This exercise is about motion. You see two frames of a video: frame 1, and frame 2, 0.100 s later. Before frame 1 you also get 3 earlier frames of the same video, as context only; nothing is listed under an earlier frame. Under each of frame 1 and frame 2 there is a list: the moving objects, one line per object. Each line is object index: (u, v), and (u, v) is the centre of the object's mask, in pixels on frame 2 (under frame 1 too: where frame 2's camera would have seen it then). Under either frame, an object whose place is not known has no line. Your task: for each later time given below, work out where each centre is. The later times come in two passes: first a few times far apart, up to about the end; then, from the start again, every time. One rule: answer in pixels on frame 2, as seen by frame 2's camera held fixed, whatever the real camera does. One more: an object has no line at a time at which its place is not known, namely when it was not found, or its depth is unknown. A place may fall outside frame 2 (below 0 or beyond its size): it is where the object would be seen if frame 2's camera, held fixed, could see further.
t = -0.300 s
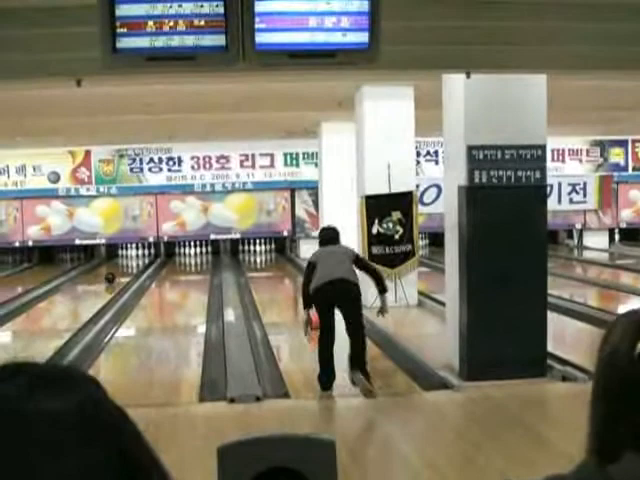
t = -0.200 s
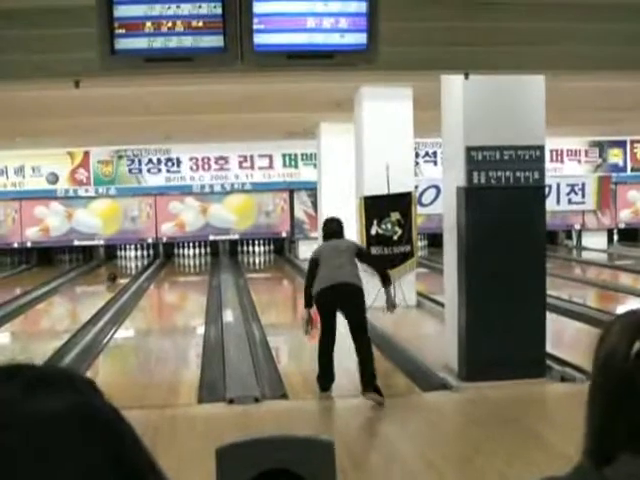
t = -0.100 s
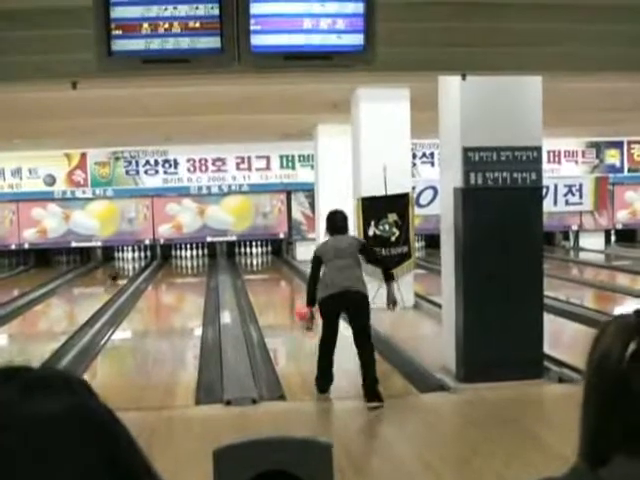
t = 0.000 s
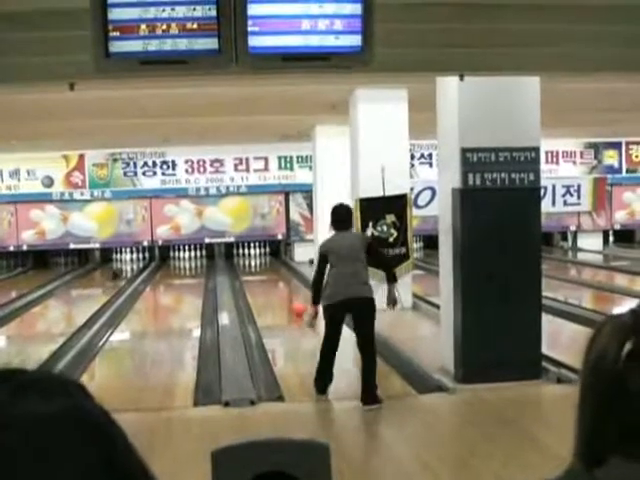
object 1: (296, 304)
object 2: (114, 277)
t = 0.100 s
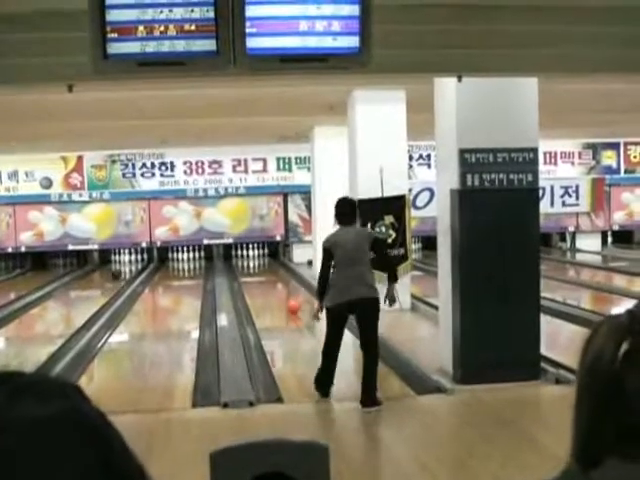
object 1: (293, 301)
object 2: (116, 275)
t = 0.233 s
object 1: (292, 299)
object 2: (118, 273)
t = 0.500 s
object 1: (284, 292)
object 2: (123, 267)
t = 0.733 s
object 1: (277, 282)
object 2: (127, 264)
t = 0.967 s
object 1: (273, 278)
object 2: (128, 262)
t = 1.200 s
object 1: (270, 274)
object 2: (130, 259)
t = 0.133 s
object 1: (292, 302)
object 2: (116, 274)
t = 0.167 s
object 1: (293, 300)
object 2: (117, 274)
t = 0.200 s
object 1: (292, 299)
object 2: (118, 273)
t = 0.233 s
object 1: (292, 299)
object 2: (118, 273)
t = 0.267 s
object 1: (291, 298)
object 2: (119, 272)
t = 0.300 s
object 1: (286, 296)
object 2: (120, 271)
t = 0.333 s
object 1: (286, 295)
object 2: (122, 270)
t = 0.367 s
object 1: (285, 295)
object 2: (122, 270)
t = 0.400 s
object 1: (284, 293)
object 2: (122, 269)
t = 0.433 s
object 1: (285, 293)
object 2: (123, 268)
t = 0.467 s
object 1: (284, 292)
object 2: (123, 267)
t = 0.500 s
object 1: (284, 292)
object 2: (123, 267)
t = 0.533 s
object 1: (283, 291)
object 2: (124, 267)
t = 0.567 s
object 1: (282, 291)
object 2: (125, 266)
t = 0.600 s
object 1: (280, 288)
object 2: (126, 266)
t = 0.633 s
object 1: (280, 287)
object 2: (126, 265)
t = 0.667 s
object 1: (280, 286)
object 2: (126, 266)
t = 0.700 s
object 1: (278, 285)
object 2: (127, 265)
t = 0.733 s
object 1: (277, 282)
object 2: (127, 264)
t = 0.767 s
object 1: (276, 282)
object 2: (127, 264)
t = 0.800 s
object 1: (276, 281)
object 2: (127, 263)
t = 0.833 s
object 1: (275, 281)
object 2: (127, 263)
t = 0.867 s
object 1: (275, 281)
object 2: (127, 263)
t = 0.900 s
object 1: (274, 280)
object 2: (127, 263)
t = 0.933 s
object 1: (273, 278)
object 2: (127, 261)
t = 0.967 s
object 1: (273, 278)
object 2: (128, 262)
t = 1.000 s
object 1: (272, 278)
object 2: (128, 261)
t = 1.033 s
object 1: (272, 277)
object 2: (128, 261)
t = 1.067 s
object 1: (272, 276)
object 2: (128, 260)
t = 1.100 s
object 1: (271, 276)
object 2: (128, 260)
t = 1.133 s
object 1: (271, 275)
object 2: (128, 259)
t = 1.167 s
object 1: (271, 274)
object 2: (129, 260)
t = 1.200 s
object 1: (270, 274)
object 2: (130, 259)
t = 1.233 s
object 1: (270, 273)
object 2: (130, 259)
